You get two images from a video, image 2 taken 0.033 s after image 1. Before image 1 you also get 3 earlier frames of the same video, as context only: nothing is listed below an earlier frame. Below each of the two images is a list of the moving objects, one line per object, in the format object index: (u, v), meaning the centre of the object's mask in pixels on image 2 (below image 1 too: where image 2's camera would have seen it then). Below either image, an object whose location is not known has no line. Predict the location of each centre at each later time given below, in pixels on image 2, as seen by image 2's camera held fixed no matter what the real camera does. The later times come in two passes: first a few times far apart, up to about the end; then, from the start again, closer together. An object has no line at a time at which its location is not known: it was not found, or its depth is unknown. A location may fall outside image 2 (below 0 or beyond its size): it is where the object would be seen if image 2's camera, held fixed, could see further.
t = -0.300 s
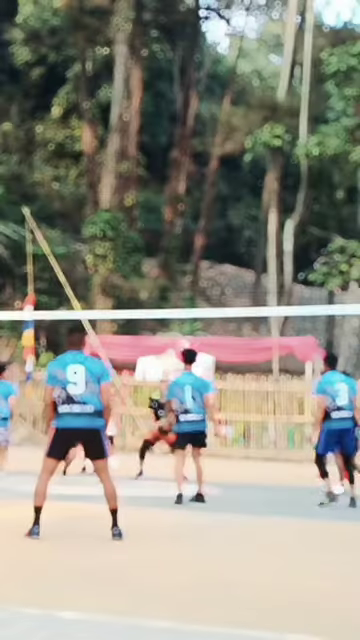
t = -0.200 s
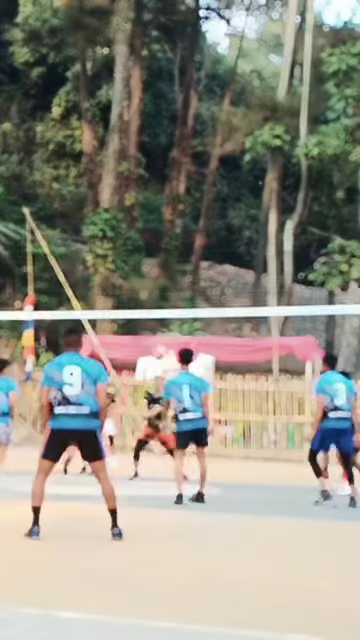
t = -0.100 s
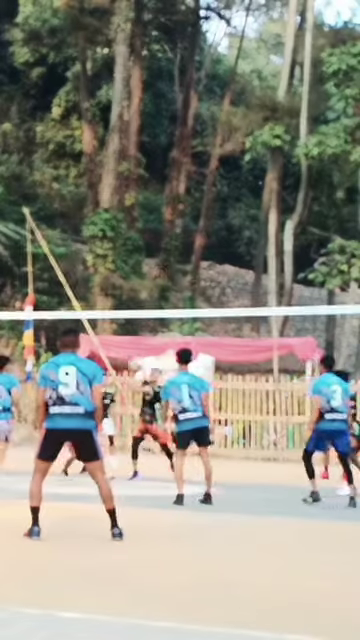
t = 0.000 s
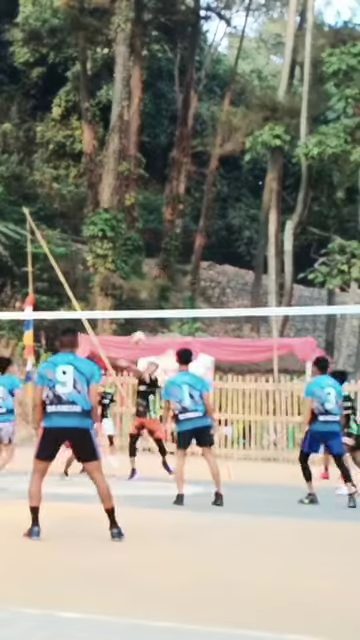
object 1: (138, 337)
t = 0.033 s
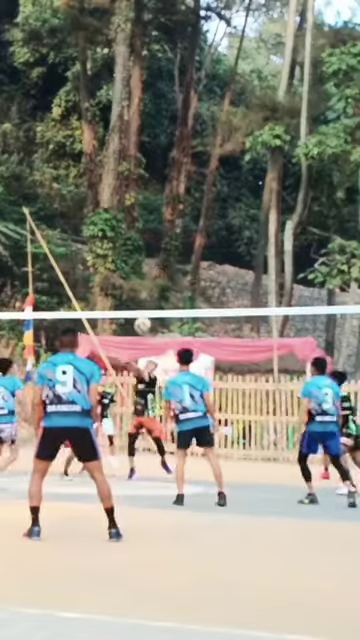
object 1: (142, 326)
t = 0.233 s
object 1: (168, 253)
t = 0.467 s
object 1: (198, 202)
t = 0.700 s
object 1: (226, 189)
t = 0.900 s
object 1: (251, 206)
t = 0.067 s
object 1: (146, 306)
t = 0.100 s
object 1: (150, 297)
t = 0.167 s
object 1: (159, 273)
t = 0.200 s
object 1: (165, 262)
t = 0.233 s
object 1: (168, 253)
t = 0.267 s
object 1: (173, 242)
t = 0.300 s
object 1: (177, 234)
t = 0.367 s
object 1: (185, 219)
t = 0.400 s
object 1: (189, 213)
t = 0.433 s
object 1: (193, 207)
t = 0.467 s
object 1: (198, 202)
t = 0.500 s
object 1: (203, 198)
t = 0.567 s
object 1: (210, 192)
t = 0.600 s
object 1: (215, 190)
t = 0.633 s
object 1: (219, 188)
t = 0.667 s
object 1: (223, 188)
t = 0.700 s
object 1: (226, 189)
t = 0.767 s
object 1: (235, 191)
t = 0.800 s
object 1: (239, 193)
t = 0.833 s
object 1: (244, 197)
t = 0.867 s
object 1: (247, 201)
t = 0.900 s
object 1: (251, 206)
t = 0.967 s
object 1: (259, 219)
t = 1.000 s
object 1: (262, 227)
